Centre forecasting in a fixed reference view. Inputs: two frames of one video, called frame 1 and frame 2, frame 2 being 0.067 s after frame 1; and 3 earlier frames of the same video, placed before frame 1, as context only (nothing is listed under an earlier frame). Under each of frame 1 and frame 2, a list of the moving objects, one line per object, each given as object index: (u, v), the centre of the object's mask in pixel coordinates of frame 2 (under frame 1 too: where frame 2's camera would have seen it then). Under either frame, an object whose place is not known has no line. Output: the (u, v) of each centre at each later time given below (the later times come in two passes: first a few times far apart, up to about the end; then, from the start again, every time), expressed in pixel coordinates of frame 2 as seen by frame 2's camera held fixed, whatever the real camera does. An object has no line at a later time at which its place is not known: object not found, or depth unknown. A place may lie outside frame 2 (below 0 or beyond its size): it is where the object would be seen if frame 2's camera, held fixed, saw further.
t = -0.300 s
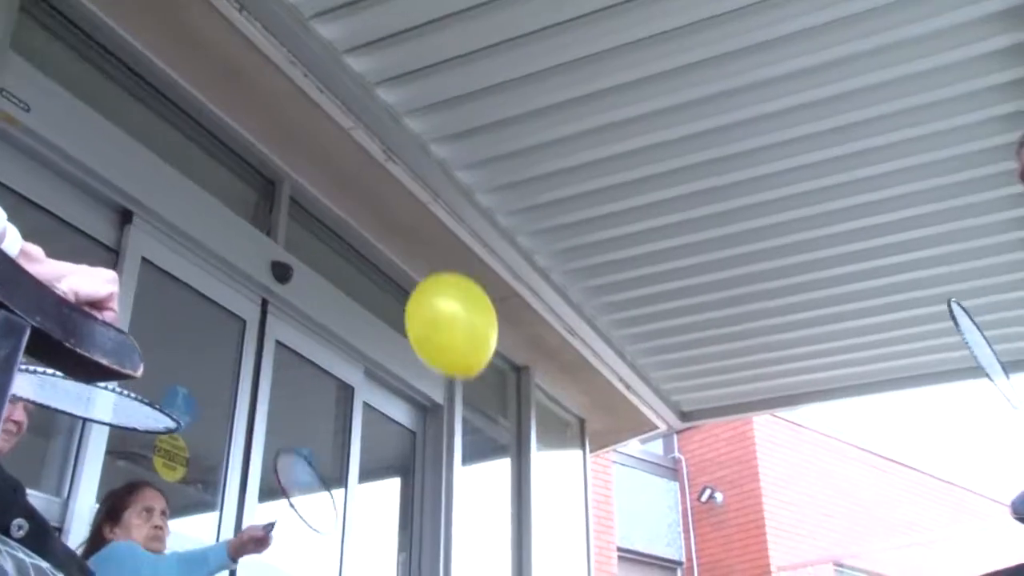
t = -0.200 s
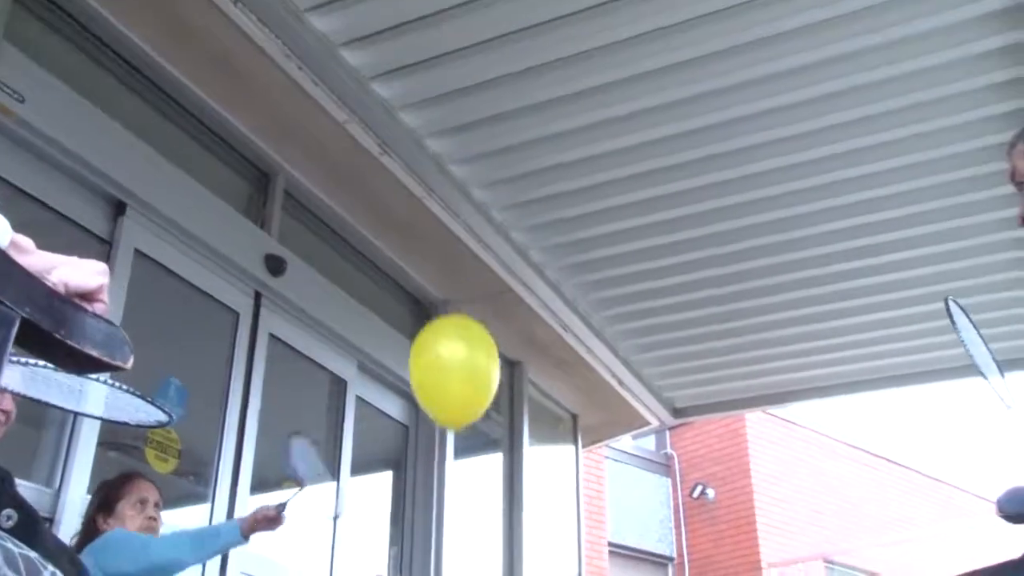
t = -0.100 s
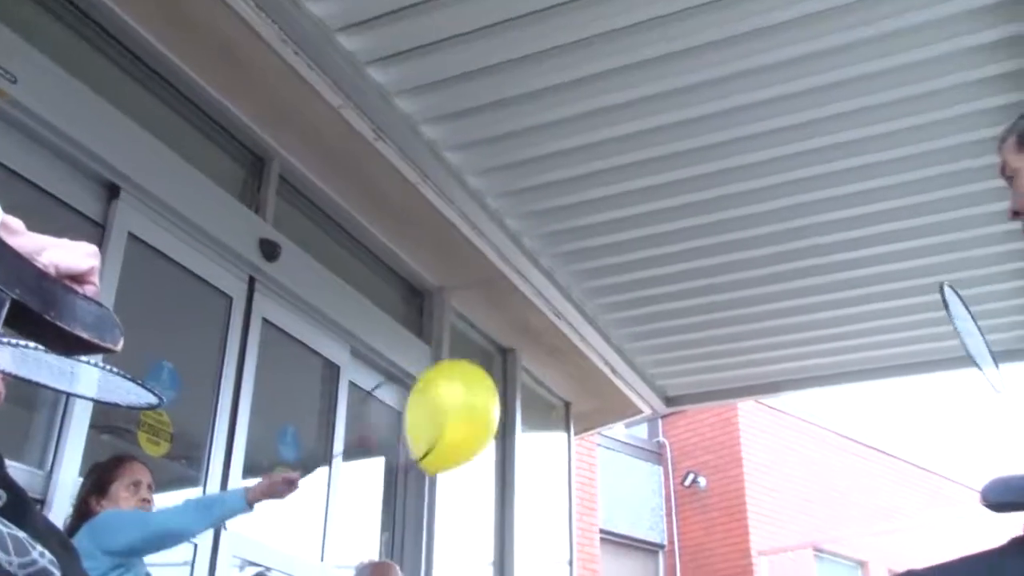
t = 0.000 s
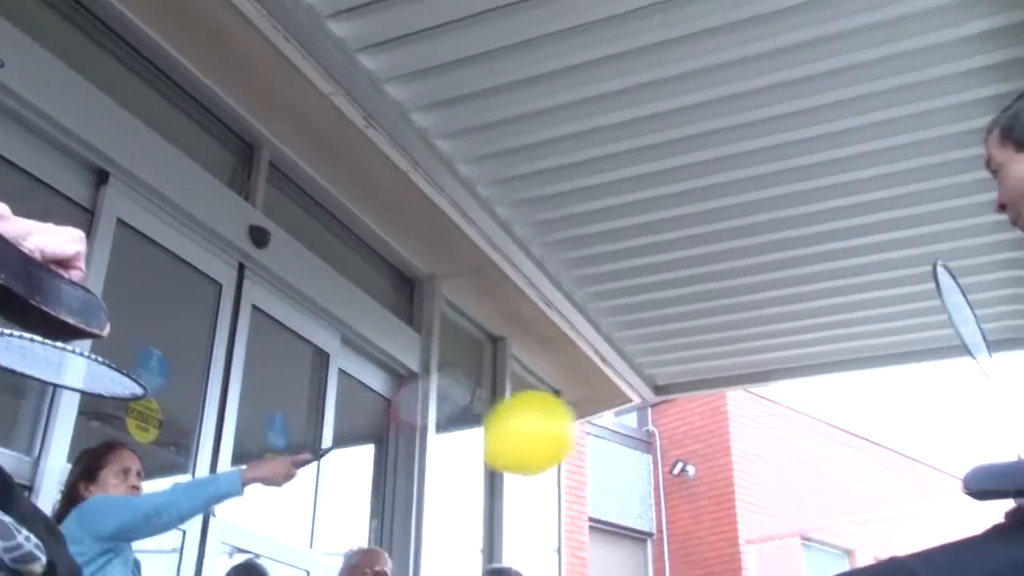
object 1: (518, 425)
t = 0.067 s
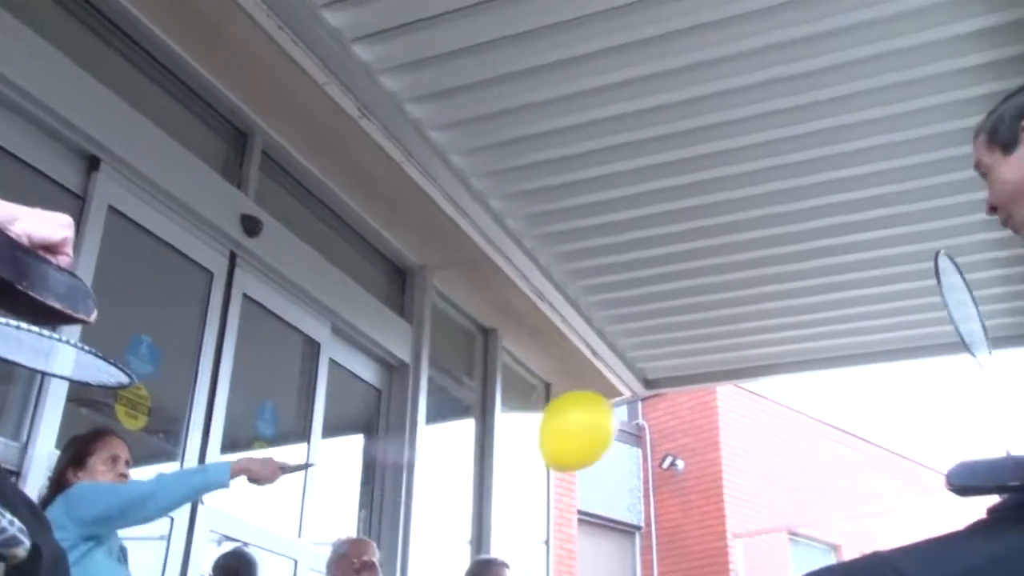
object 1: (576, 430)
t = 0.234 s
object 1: (661, 436)
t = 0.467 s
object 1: (730, 438)
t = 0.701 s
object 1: (778, 464)
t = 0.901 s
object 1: (812, 514)
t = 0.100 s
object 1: (597, 430)
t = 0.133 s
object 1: (615, 430)
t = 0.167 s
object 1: (632, 432)
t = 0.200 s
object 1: (646, 434)
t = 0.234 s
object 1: (661, 436)
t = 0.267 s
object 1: (673, 437)
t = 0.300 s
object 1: (683, 437)
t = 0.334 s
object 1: (693, 436)
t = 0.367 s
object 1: (703, 436)
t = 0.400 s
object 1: (714, 436)
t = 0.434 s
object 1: (722, 437)
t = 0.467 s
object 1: (730, 438)
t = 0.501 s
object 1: (738, 439)
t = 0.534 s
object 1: (745, 442)
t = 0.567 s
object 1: (752, 445)
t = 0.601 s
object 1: (760, 449)
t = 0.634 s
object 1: (765, 454)
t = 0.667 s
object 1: (772, 458)
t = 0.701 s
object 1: (778, 464)
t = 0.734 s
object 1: (783, 471)
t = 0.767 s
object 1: (789, 478)
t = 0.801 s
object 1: (795, 486)
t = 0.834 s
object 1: (801, 495)
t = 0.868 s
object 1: (806, 504)
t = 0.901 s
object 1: (812, 514)
